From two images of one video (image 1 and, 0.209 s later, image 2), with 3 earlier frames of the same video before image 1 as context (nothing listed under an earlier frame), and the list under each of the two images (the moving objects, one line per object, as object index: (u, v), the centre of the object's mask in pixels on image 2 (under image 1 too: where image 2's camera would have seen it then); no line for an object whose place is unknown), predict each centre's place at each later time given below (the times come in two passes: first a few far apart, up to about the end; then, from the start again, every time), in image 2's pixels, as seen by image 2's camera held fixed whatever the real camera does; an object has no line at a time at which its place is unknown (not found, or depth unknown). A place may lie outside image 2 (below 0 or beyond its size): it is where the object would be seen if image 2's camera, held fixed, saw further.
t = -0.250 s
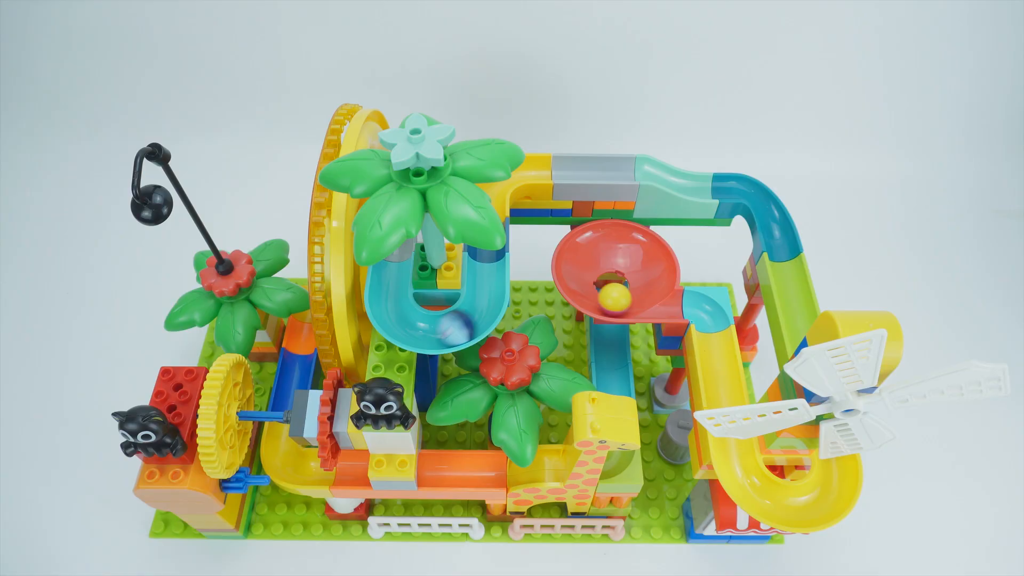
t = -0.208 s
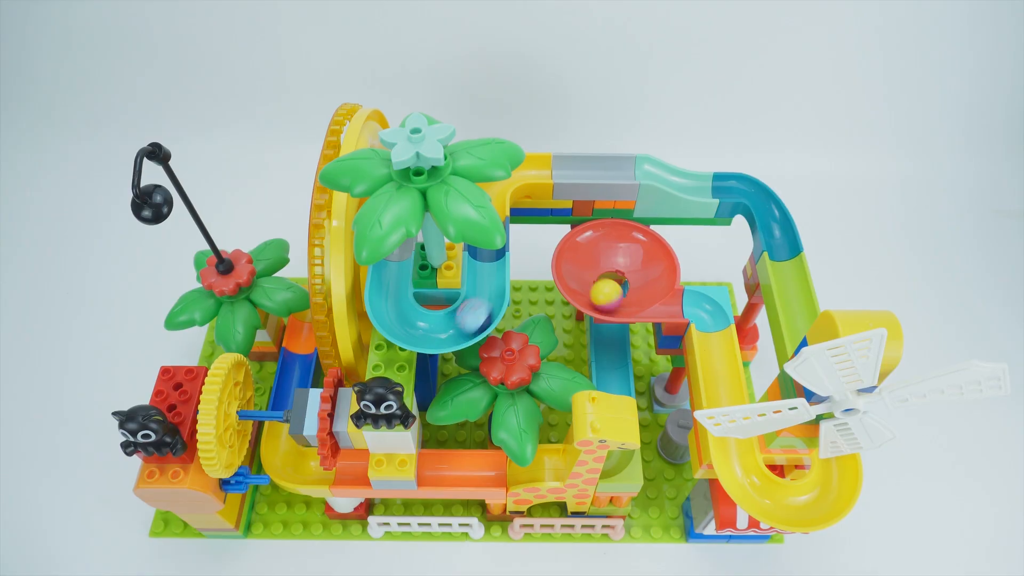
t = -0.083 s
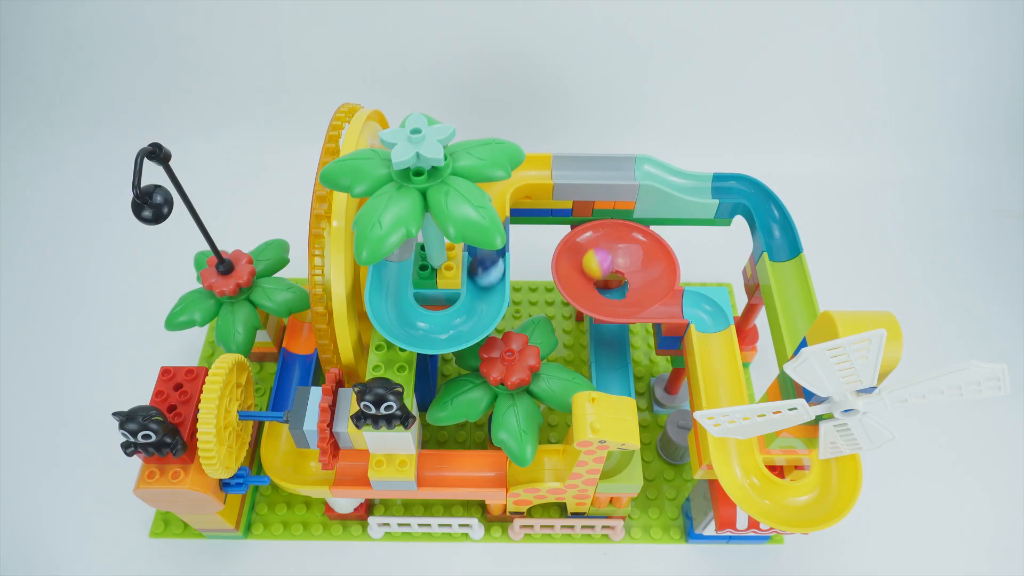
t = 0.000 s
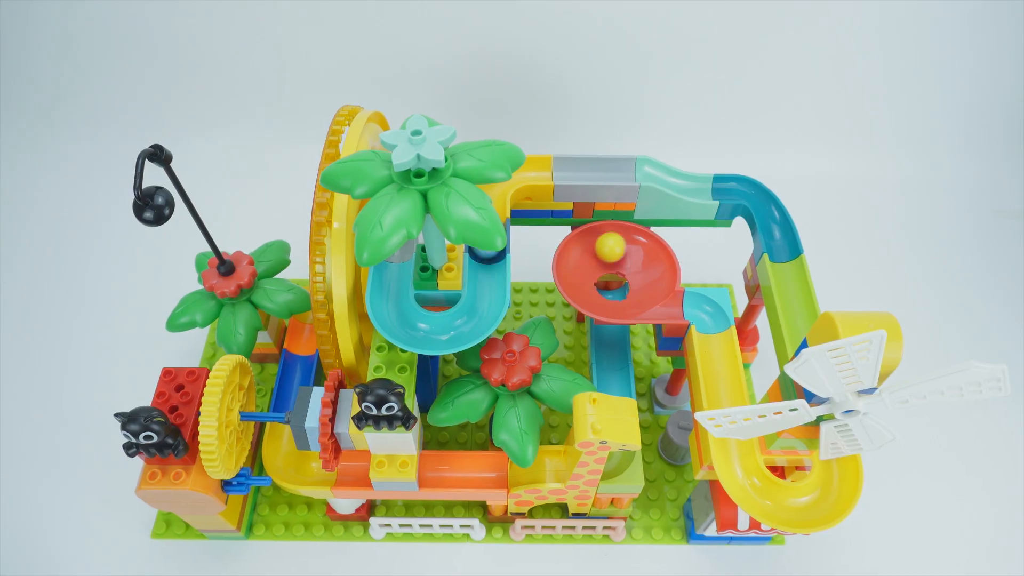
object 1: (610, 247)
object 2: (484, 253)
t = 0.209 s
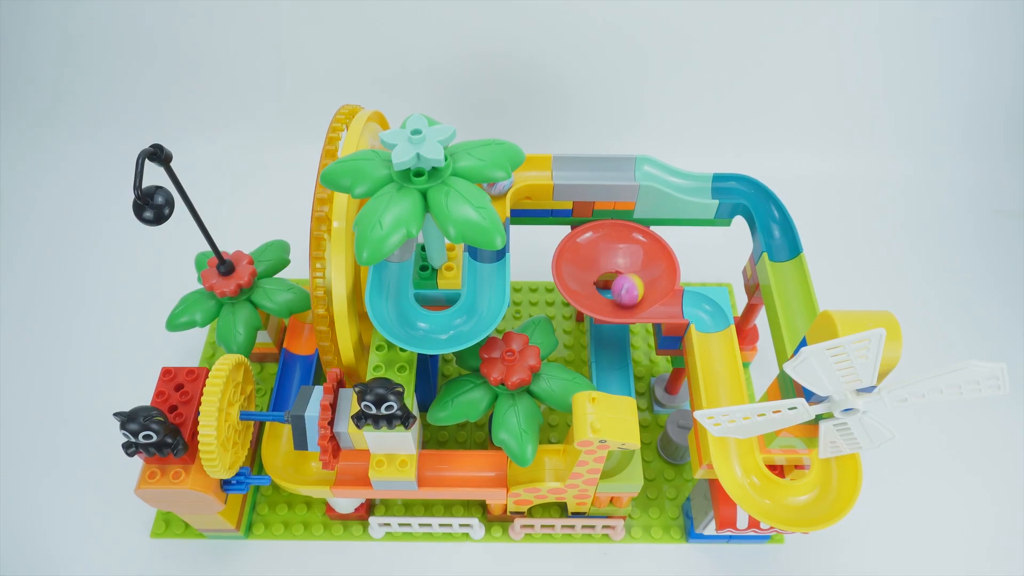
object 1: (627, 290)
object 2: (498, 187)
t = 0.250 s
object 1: (621, 296)
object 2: (513, 179)
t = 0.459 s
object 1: (598, 269)
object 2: (578, 168)
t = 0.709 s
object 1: (630, 275)
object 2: (660, 173)
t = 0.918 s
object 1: (598, 290)
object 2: (776, 223)
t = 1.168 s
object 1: (626, 254)
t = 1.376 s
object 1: (608, 292)
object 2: (794, 507)
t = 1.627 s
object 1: (613, 261)
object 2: (724, 394)
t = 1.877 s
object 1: (617, 285)
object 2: (701, 309)
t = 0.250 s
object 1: (621, 296)
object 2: (513, 179)
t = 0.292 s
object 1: (613, 298)
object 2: (525, 171)
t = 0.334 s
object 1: (605, 296)
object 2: (537, 167)
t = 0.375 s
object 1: (599, 290)
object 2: (551, 168)
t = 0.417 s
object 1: (596, 280)
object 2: (564, 167)
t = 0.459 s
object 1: (598, 269)
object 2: (578, 168)
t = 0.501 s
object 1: (602, 259)
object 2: (592, 168)
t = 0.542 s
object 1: (610, 251)
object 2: (606, 168)
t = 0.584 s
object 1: (618, 249)
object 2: (620, 168)
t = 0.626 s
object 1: (626, 253)
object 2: (633, 168)
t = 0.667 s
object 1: (630, 263)
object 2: (646, 169)
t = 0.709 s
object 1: (630, 275)
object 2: (660, 173)
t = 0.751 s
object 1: (635, 286)
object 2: (679, 181)
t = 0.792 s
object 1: (619, 293)
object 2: (706, 186)
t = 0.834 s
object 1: (611, 296)
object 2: (732, 187)
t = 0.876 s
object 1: (604, 295)
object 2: (758, 194)
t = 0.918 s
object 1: (598, 290)
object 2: (776, 223)
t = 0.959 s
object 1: (596, 282)
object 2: (782, 249)
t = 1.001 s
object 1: (588, 267)
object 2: (789, 272)
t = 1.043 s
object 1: (595, 264)
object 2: (796, 300)
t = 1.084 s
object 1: (611, 255)
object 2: (799, 324)
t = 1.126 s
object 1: (619, 252)
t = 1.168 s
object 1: (626, 254)
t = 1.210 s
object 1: (629, 262)
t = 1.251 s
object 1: (629, 276)
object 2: (840, 459)
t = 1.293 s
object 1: (629, 292)
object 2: (837, 481)
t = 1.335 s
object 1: (628, 291)
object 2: (820, 502)
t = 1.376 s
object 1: (608, 292)
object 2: (794, 507)
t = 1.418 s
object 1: (600, 291)
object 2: (766, 497)
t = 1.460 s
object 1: (597, 280)
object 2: (744, 477)
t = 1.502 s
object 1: (594, 270)
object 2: (734, 456)
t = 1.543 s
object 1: (587, 266)
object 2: (733, 444)
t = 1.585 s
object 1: (594, 269)
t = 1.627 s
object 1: (613, 261)
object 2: (724, 394)
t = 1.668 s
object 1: (620, 258)
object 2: (724, 378)
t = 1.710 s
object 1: (628, 258)
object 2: (719, 363)
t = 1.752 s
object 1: (632, 263)
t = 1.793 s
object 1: (631, 272)
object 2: (714, 331)
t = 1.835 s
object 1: (629, 285)
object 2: (711, 318)
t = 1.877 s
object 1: (617, 285)
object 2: (701, 309)
